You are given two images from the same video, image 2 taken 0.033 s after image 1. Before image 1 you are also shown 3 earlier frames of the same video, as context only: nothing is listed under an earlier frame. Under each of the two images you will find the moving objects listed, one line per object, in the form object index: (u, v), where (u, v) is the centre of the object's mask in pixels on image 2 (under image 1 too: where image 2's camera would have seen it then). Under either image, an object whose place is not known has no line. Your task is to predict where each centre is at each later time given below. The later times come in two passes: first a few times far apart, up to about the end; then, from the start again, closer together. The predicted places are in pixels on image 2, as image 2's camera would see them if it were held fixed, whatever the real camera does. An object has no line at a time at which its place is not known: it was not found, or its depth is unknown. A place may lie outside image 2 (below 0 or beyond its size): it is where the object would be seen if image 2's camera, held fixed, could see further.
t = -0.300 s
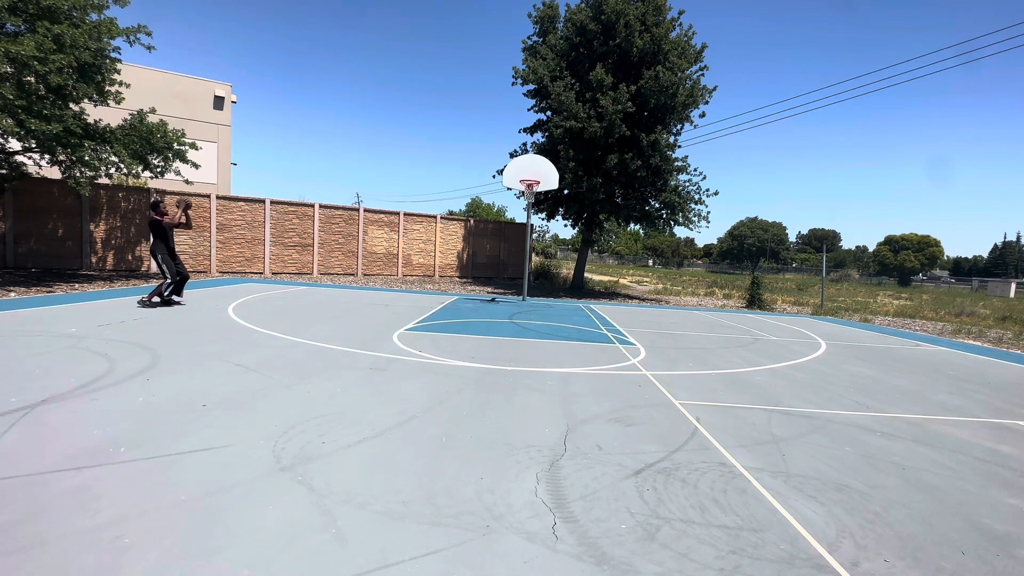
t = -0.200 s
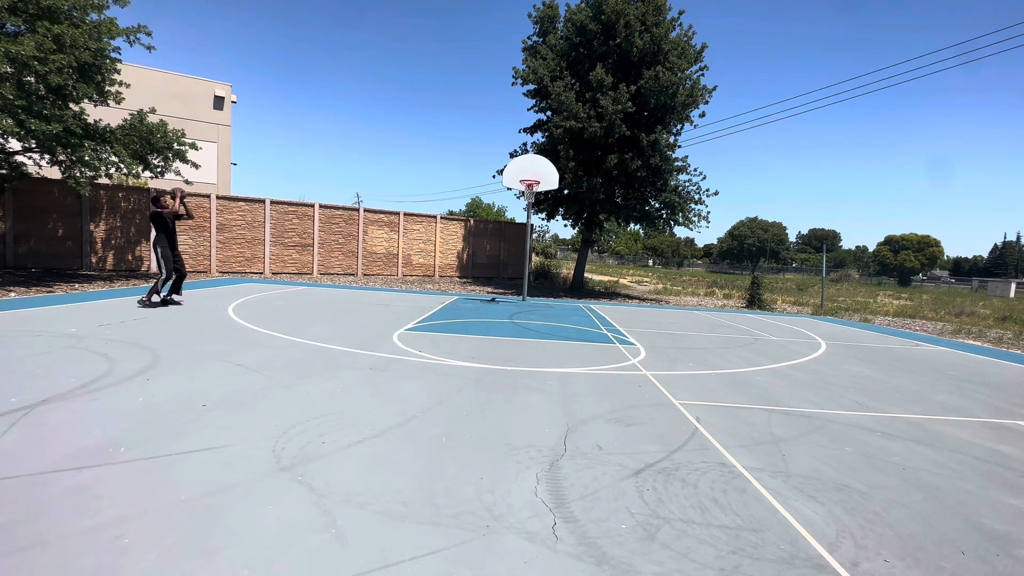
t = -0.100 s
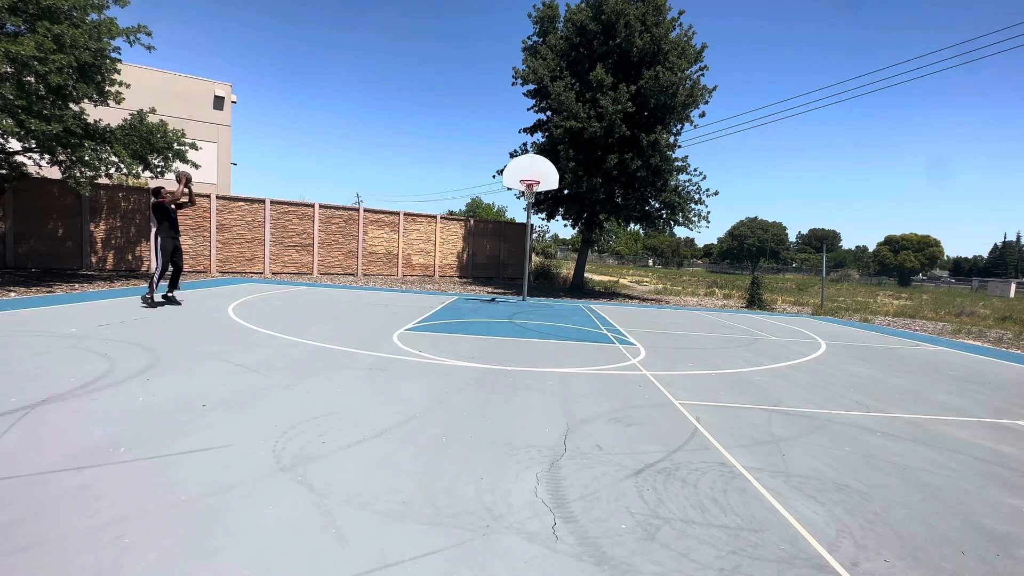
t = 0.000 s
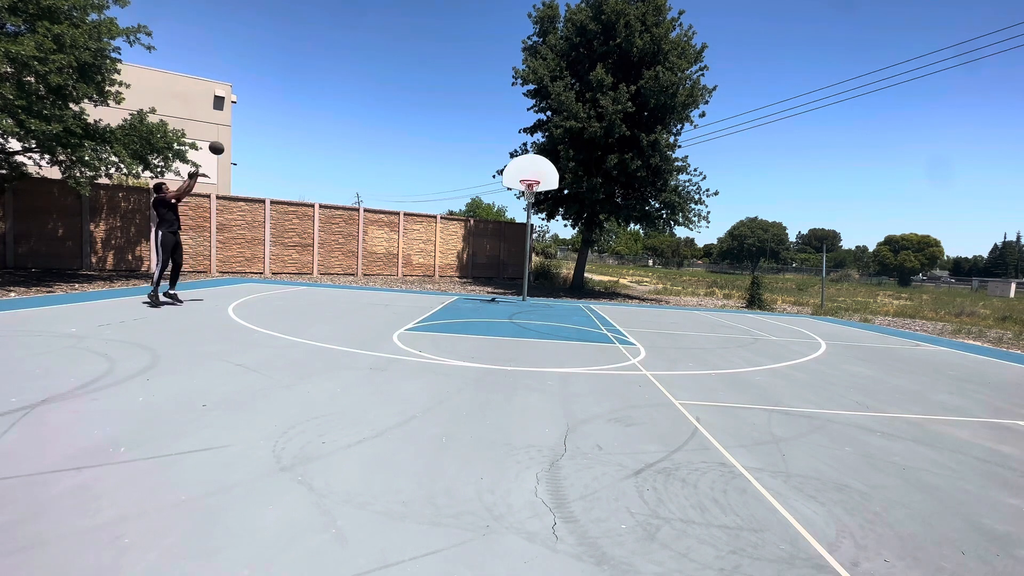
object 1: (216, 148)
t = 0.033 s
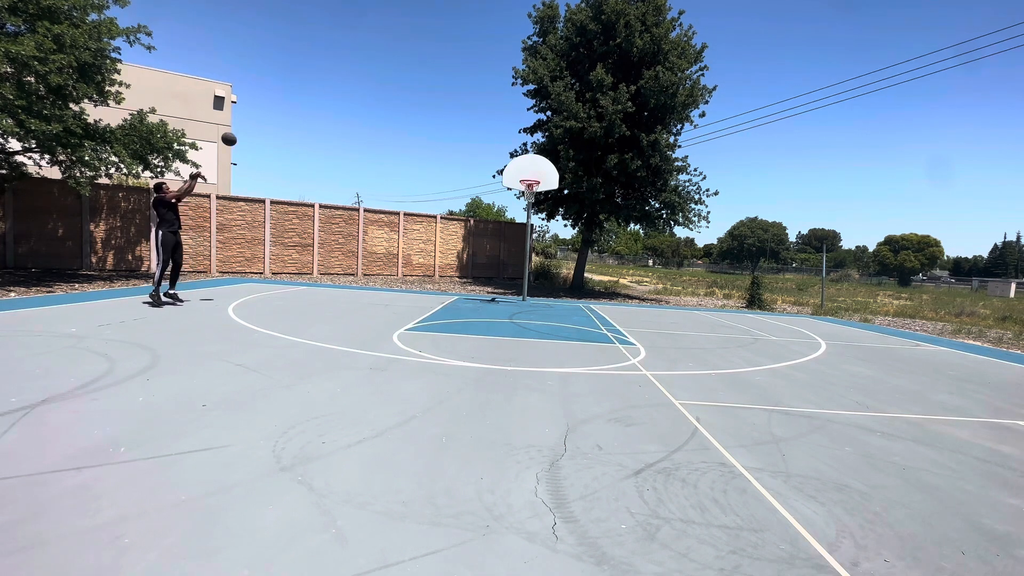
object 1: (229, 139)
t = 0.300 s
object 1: (320, 94)
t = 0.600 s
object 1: (408, 91)
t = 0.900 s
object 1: (481, 128)
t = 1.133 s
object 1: (529, 177)
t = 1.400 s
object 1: (516, 237)
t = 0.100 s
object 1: (253, 123)
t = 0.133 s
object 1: (265, 117)
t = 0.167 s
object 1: (276, 111)
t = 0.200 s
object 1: (288, 106)
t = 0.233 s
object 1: (299, 101)
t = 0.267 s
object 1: (310, 97)
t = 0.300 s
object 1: (320, 94)
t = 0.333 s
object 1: (331, 91)
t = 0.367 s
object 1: (341, 89)
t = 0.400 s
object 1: (351, 88)
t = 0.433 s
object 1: (361, 87)
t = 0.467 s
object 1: (371, 87)
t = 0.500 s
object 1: (380, 87)
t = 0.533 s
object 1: (390, 88)
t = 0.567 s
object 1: (399, 90)
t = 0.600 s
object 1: (408, 91)
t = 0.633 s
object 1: (417, 94)
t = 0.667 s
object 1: (425, 97)
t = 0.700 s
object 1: (433, 100)
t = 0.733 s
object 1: (442, 103)
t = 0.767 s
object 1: (450, 108)
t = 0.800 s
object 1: (458, 112)
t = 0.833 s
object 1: (466, 117)
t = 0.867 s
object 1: (473, 123)
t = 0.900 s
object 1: (481, 128)
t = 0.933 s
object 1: (488, 135)
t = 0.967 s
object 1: (495, 141)
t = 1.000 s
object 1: (502, 148)
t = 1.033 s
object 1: (509, 155)
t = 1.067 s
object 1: (516, 163)
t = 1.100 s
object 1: (523, 171)
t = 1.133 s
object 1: (529, 177)
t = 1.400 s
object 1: (516, 237)
